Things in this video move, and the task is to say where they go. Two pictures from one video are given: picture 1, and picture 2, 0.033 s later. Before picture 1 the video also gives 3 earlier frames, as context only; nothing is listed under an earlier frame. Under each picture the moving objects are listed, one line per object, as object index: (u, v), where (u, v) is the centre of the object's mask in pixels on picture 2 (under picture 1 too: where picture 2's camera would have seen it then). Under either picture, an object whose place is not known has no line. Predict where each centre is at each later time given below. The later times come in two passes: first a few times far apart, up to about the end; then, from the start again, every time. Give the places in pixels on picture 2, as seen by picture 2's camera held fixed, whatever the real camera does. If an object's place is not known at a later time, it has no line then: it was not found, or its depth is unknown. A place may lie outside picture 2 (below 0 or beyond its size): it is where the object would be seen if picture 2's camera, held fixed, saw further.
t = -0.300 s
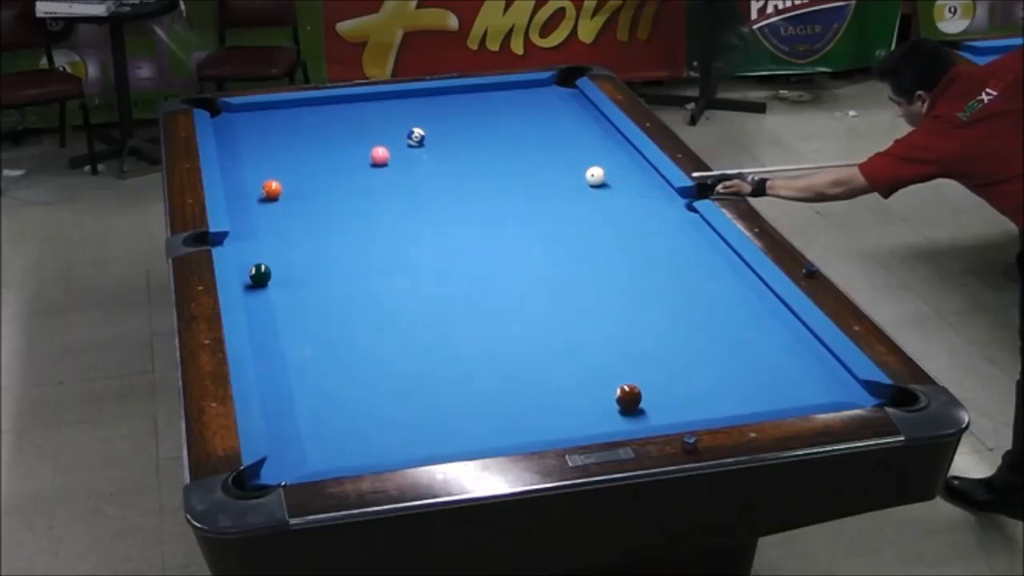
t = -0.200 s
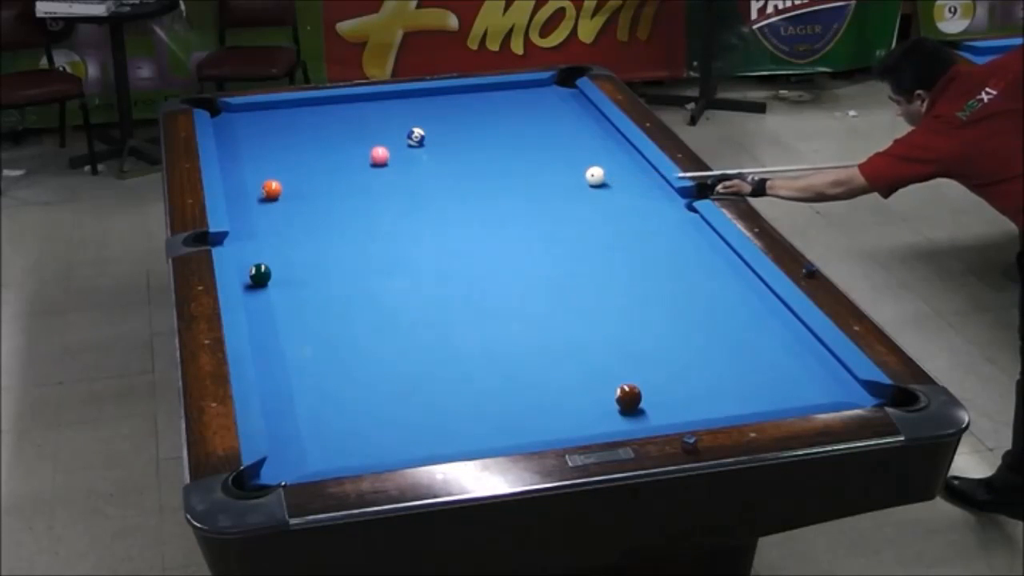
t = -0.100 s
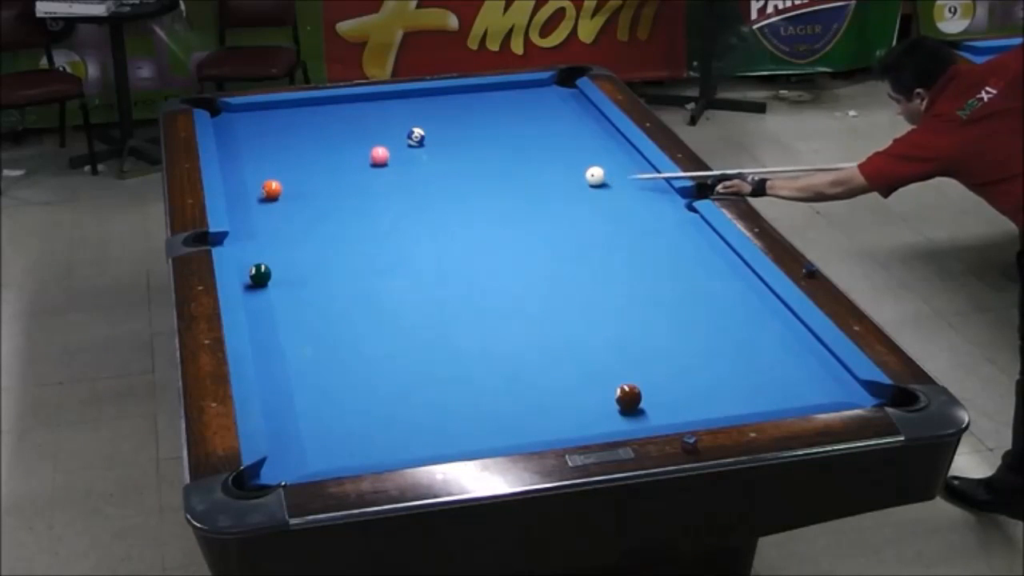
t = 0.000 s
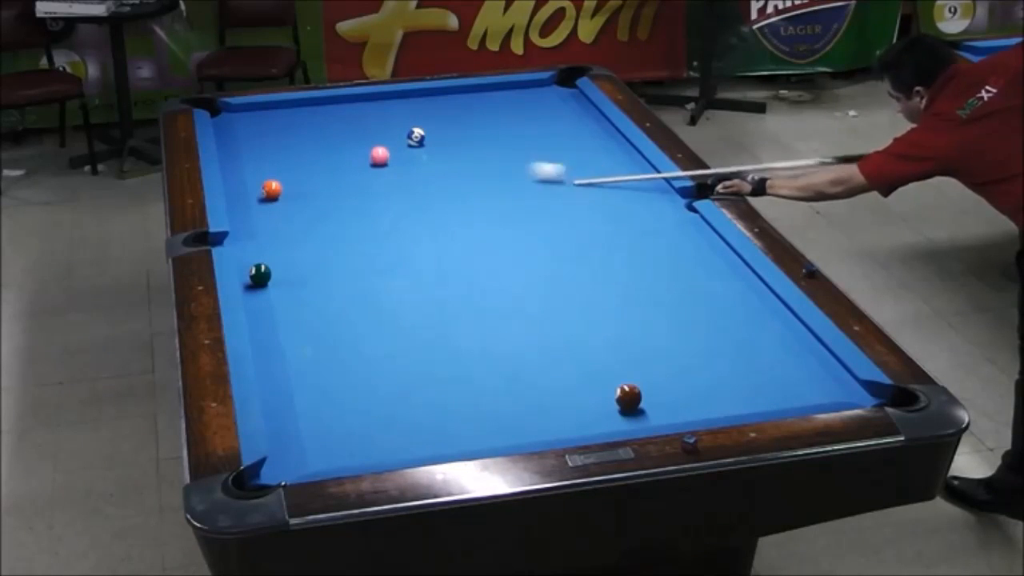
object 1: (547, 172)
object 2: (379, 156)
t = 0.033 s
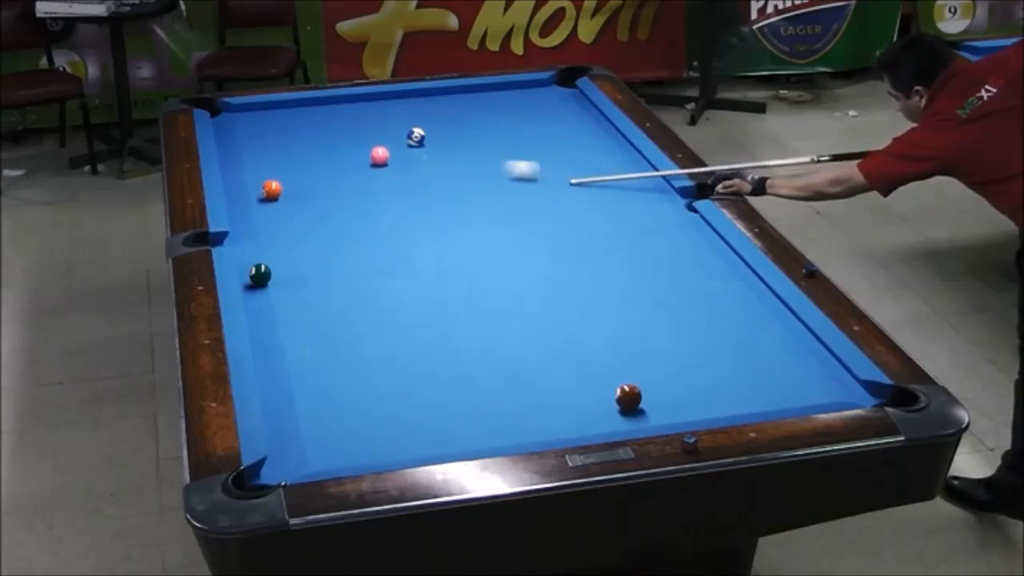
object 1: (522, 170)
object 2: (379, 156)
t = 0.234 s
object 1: (395, 160)
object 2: (377, 155)
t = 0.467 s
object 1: (356, 171)
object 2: (318, 138)
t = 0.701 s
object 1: (321, 182)
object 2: (269, 123)
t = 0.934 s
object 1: (288, 193)
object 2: (226, 110)
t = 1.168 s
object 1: (265, 205)
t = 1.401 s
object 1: (243, 217)
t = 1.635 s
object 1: (249, 227)
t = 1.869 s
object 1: (265, 234)
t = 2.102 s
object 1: (280, 242)
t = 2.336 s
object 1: (294, 249)
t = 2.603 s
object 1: (310, 257)
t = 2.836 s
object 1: (323, 263)
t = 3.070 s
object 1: (334, 269)
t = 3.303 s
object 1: (346, 274)
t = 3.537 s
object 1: (356, 280)
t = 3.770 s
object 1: (365, 285)
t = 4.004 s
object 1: (373, 289)
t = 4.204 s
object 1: (379, 291)
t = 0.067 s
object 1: (497, 168)
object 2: (379, 156)
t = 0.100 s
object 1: (474, 166)
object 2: (379, 156)
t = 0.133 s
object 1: (452, 165)
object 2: (379, 156)
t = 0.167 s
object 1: (431, 163)
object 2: (379, 156)
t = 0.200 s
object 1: (411, 161)
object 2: (379, 156)
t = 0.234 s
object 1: (395, 160)
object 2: (377, 155)
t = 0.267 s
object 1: (386, 162)
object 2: (368, 152)
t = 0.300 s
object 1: (381, 163)
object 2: (359, 150)
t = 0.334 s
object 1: (376, 165)
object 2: (349, 147)
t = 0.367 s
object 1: (371, 167)
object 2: (340, 145)
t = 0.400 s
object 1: (366, 168)
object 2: (333, 142)
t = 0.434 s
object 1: (360, 170)
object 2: (325, 140)
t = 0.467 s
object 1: (356, 171)
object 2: (318, 138)
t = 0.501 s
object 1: (351, 173)
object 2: (311, 135)
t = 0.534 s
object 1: (346, 174)
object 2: (304, 133)
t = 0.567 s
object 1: (341, 176)
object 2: (296, 131)
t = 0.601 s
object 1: (337, 177)
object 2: (289, 129)
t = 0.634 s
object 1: (331, 179)
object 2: (283, 127)
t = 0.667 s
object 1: (326, 180)
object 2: (276, 125)
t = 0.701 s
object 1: (321, 182)
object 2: (269, 123)
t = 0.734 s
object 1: (317, 183)
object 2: (262, 121)
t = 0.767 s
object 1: (312, 185)
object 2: (256, 119)
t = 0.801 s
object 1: (307, 186)
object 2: (250, 117)
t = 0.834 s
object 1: (302, 188)
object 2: (244, 115)
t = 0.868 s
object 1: (297, 189)
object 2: (237, 113)
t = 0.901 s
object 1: (292, 191)
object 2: (231, 111)
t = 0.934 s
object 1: (288, 193)
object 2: (226, 110)
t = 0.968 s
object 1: (285, 194)
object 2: (219, 108)
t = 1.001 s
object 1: (282, 197)
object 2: (213, 106)
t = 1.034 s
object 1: (278, 198)
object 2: (209, 107)
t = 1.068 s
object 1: (275, 200)
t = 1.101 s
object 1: (272, 202)
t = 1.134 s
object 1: (268, 204)
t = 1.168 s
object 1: (265, 205)
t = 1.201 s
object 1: (262, 207)
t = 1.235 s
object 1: (259, 209)
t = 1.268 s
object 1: (256, 210)
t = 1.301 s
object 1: (253, 212)
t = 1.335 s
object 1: (249, 214)
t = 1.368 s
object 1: (246, 216)
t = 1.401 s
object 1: (243, 217)
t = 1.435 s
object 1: (240, 219)
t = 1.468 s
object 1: (238, 221)
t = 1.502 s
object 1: (240, 222)
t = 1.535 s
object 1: (243, 223)
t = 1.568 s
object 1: (245, 224)
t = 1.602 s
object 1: (247, 225)
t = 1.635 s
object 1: (249, 227)
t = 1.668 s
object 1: (251, 227)
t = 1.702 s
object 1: (254, 229)
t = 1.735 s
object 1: (256, 230)
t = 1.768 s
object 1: (258, 231)
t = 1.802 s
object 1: (260, 232)
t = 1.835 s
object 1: (263, 233)
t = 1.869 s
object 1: (265, 234)
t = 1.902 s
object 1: (267, 235)
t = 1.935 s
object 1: (269, 236)
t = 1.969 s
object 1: (271, 237)
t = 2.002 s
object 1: (274, 238)
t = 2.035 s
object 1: (276, 240)
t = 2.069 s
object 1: (277, 241)
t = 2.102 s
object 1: (280, 242)
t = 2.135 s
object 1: (282, 243)
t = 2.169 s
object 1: (284, 244)
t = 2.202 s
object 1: (286, 245)
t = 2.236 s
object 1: (288, 246)
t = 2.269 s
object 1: (290, 247)
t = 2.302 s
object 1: (293, 248)
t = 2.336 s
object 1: (294, 249)
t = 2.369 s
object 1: (296, 250)
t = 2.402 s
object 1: (298, 251)
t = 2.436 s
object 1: (300, 252)
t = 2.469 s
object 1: (302, 253)
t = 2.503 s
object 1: (304, 254)
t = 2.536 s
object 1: (306, 255)
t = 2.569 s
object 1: (308, 256)
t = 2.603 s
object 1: (310, 257)
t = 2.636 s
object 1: (312, 258)
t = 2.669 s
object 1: (313, 258)
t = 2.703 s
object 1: (315, 259)
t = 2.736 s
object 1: (317, 260)
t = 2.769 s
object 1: (319, 261)
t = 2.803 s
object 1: (320, 262)
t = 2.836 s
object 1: (323, 263)
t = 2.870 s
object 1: (324, 264)
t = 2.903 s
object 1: (326, 265)
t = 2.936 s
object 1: (328, 266)
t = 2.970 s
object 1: (329, 266)
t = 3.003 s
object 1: (331, 267)
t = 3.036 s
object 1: (333, 268)
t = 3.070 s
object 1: (334, 269)
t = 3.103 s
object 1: (336, 270)
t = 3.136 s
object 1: (338, 270)
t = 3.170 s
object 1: (339, 271)
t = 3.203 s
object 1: (341, 272)
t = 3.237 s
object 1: (343, 273)
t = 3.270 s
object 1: (344, 274)
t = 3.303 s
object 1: (346, 274)
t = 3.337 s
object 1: (347, 275)
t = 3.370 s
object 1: (348, 276)
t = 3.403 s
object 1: (350, 277)
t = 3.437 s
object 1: (351, 277)
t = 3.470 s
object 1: (353, 278)
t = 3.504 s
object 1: (354, 279)
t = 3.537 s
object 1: (356, 280)
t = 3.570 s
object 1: (357, 280)
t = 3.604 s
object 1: (358, 281)
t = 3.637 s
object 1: (359, 282)
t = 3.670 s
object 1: (361, 282)
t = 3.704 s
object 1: (362, 283)
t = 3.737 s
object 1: (363, 284)
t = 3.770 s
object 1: (365, 285)
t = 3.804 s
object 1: (366, 285)
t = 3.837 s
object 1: (367, 286)
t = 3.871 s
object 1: (368, 286)
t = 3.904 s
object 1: (369, 287)
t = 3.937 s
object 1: (370, 288)
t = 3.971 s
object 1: (372, 288)
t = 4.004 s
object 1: (373, 289)
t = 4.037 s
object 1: (374, 289)
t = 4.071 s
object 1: (375, 290)
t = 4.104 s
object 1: (376, 290)
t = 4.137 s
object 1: (377, 291)
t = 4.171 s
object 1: (378, 291)
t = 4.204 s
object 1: (379, 291)
